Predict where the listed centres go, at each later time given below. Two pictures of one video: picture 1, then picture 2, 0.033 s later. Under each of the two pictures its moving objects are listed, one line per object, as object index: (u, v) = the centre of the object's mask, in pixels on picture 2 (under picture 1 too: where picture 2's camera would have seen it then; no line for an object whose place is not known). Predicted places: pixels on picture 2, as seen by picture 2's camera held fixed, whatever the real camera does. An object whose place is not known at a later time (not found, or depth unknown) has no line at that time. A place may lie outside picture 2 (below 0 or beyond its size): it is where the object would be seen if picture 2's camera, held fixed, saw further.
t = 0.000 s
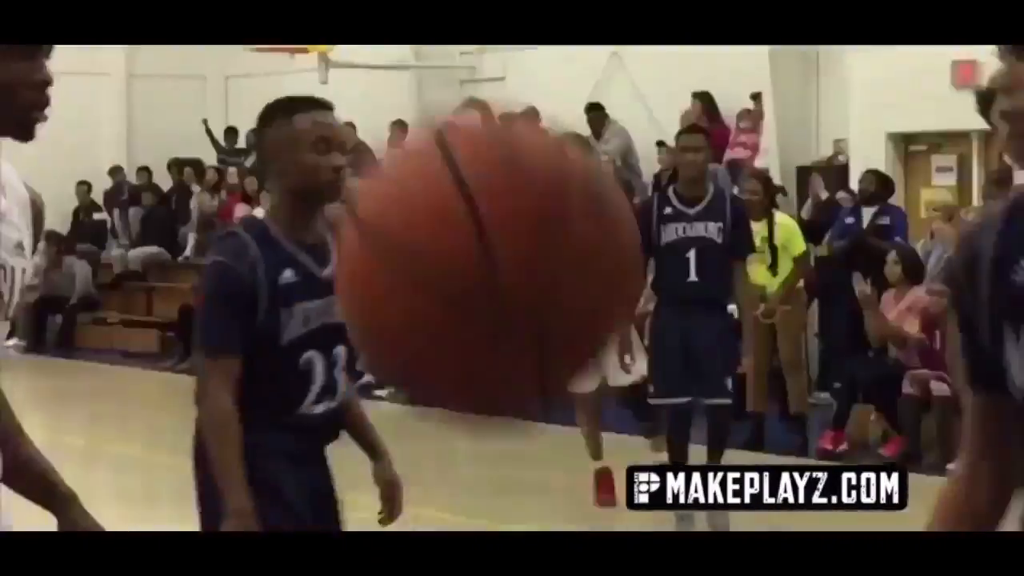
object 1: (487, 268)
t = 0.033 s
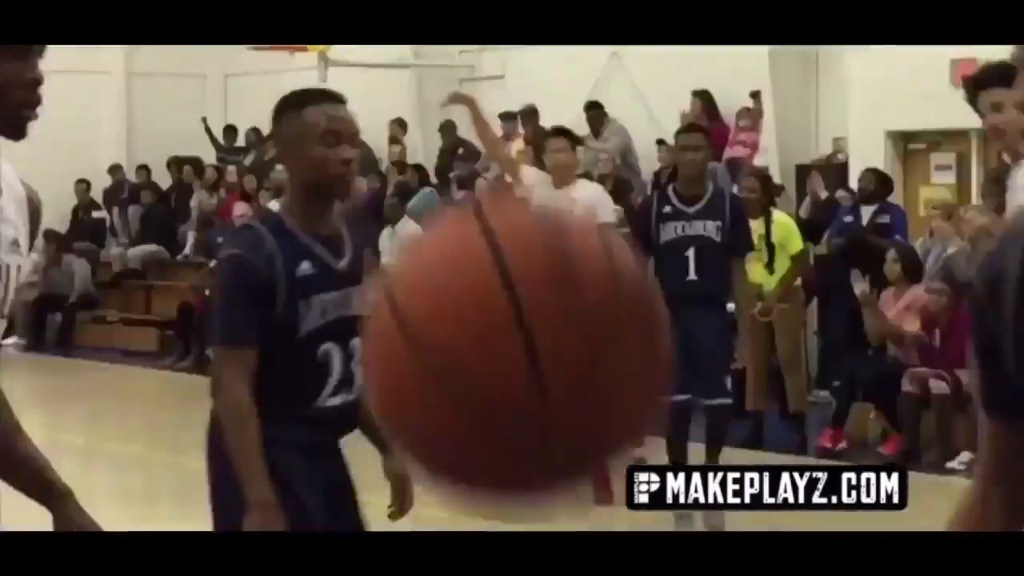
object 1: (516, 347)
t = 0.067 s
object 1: (539, 424)
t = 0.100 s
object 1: (561, 482)
